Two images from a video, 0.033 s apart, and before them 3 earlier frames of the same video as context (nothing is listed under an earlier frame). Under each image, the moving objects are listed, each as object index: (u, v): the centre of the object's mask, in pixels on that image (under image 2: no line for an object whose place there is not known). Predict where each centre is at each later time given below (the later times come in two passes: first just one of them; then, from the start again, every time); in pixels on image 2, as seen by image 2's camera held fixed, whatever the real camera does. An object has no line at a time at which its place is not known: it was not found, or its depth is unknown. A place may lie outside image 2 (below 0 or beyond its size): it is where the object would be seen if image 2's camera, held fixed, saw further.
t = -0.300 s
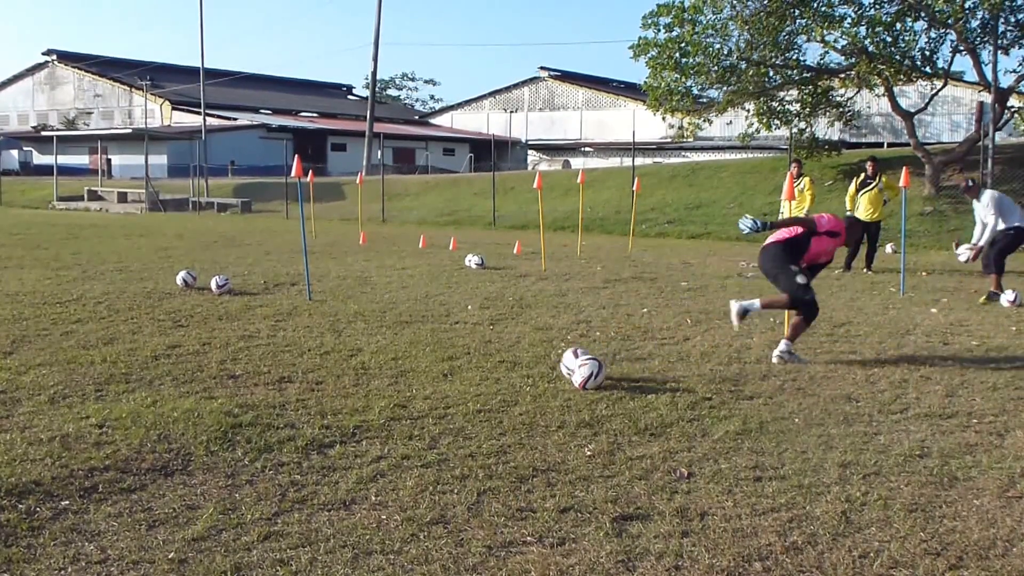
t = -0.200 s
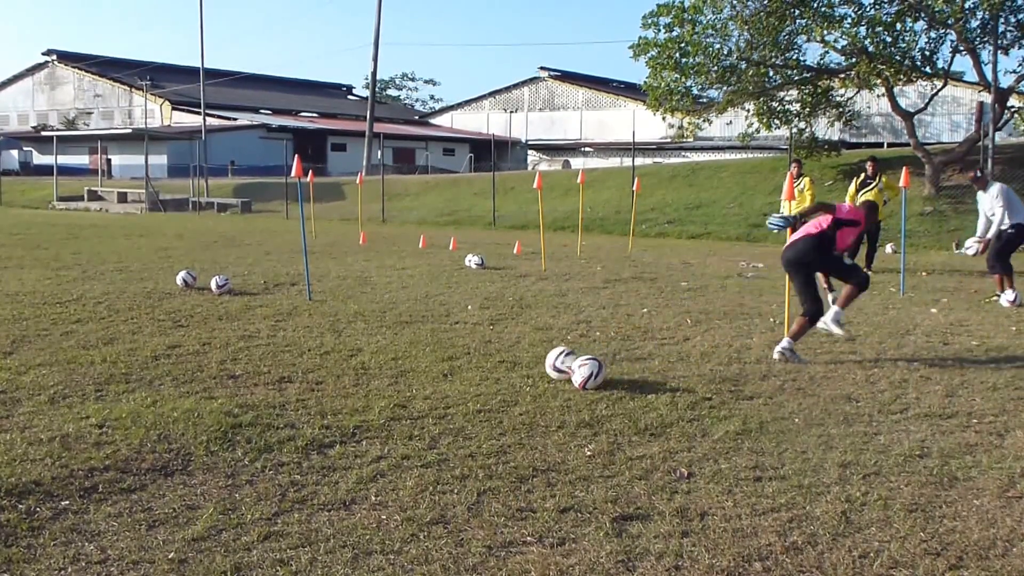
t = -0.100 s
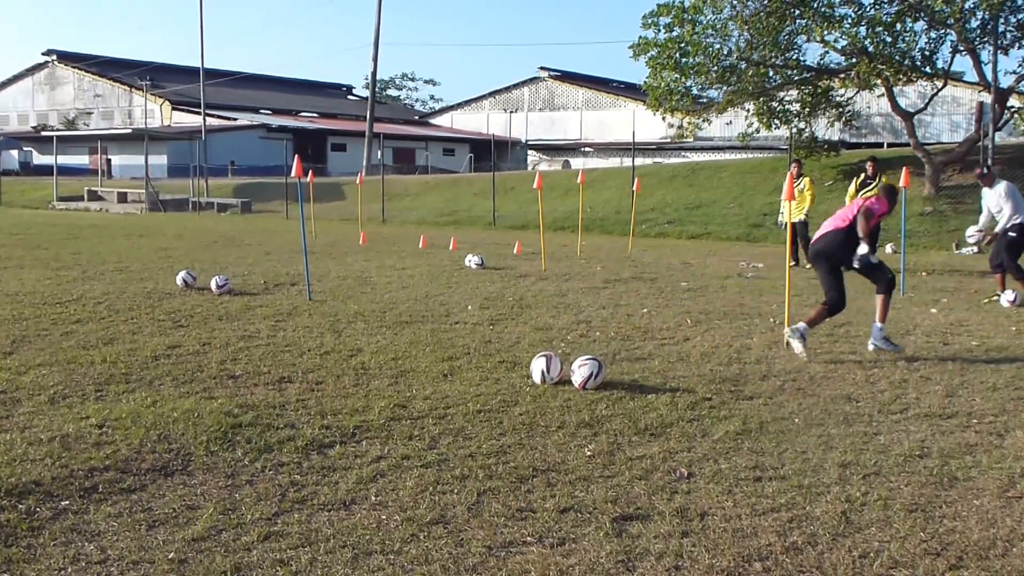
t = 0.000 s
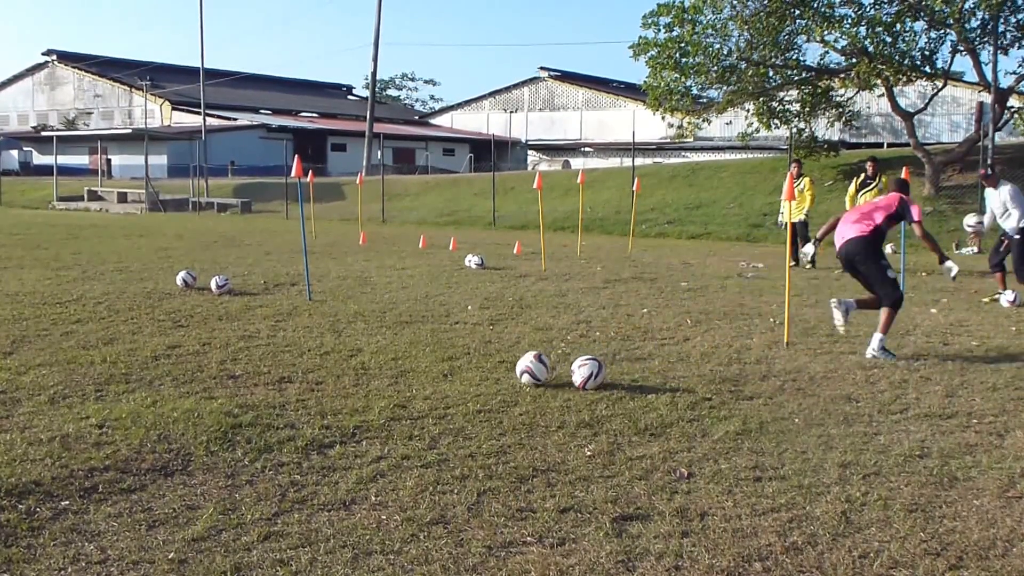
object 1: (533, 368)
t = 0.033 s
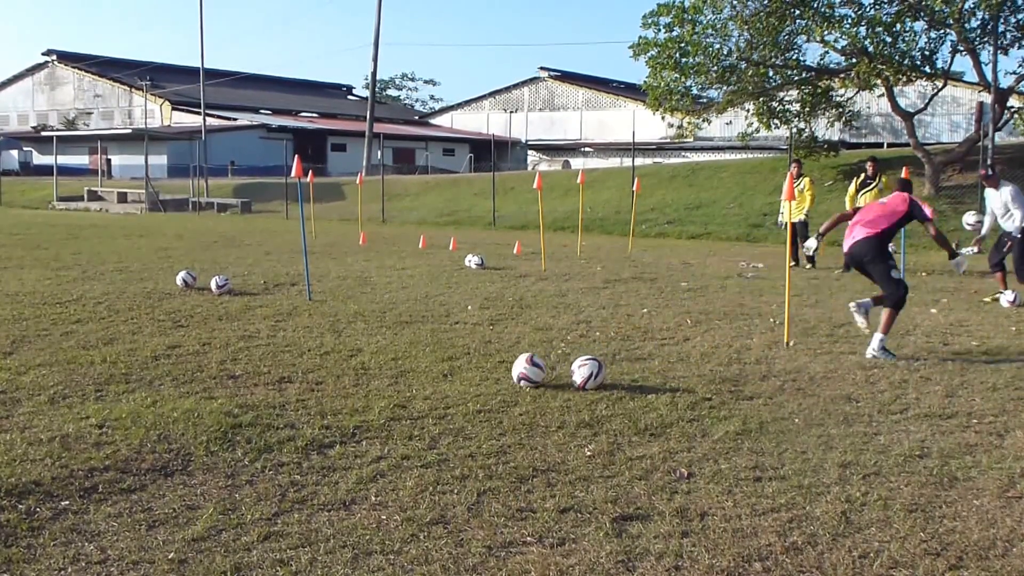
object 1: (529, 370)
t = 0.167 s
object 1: (512, 373)
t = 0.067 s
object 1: (524, 371)
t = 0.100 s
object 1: (520, 371)
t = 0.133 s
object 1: (516, 371)
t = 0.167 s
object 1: (512, 373)
